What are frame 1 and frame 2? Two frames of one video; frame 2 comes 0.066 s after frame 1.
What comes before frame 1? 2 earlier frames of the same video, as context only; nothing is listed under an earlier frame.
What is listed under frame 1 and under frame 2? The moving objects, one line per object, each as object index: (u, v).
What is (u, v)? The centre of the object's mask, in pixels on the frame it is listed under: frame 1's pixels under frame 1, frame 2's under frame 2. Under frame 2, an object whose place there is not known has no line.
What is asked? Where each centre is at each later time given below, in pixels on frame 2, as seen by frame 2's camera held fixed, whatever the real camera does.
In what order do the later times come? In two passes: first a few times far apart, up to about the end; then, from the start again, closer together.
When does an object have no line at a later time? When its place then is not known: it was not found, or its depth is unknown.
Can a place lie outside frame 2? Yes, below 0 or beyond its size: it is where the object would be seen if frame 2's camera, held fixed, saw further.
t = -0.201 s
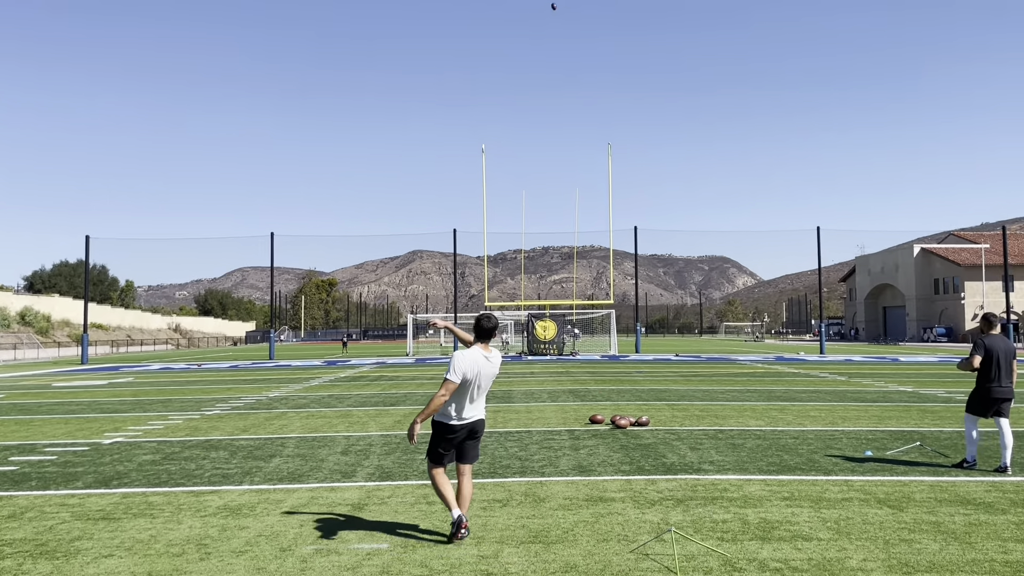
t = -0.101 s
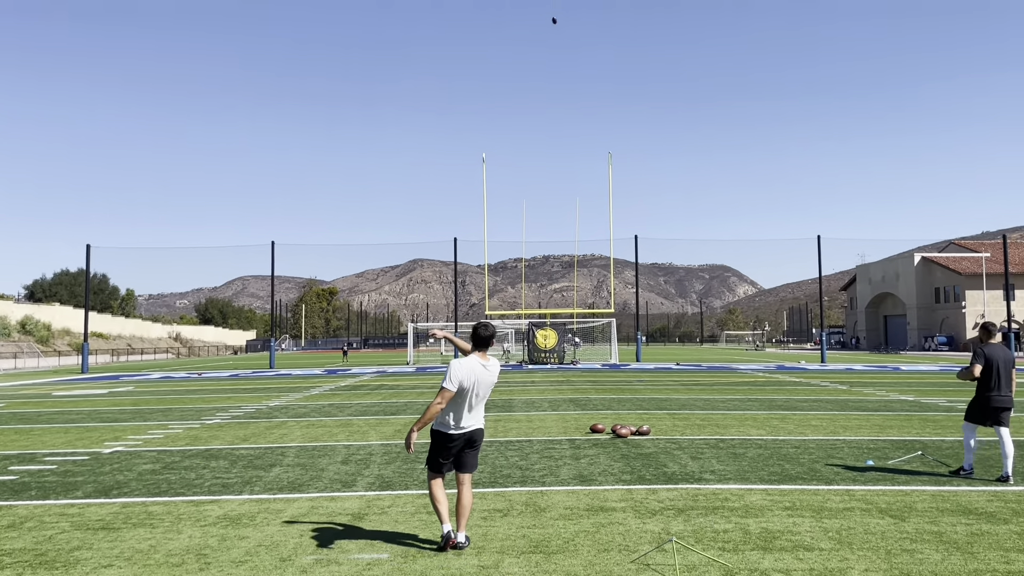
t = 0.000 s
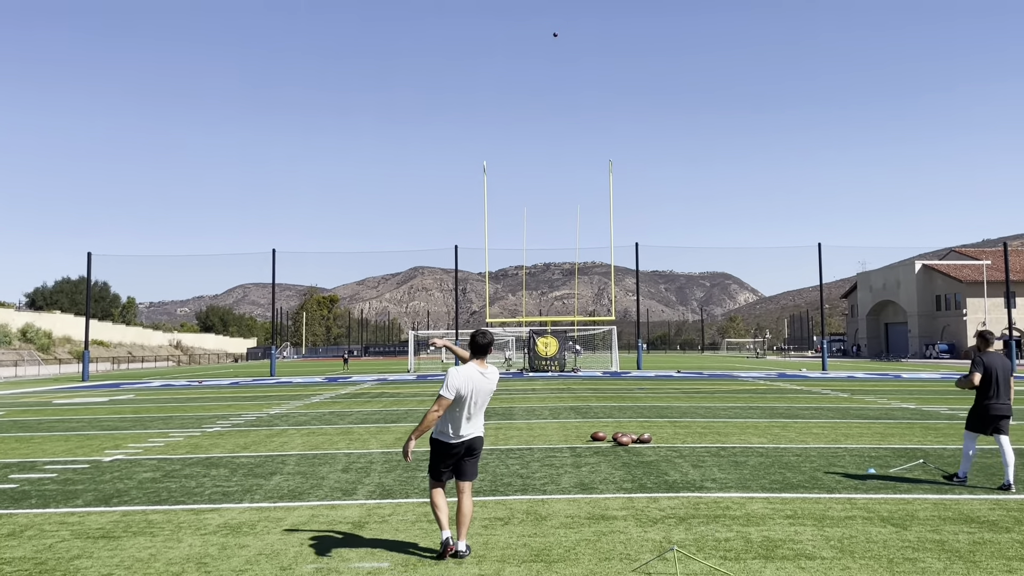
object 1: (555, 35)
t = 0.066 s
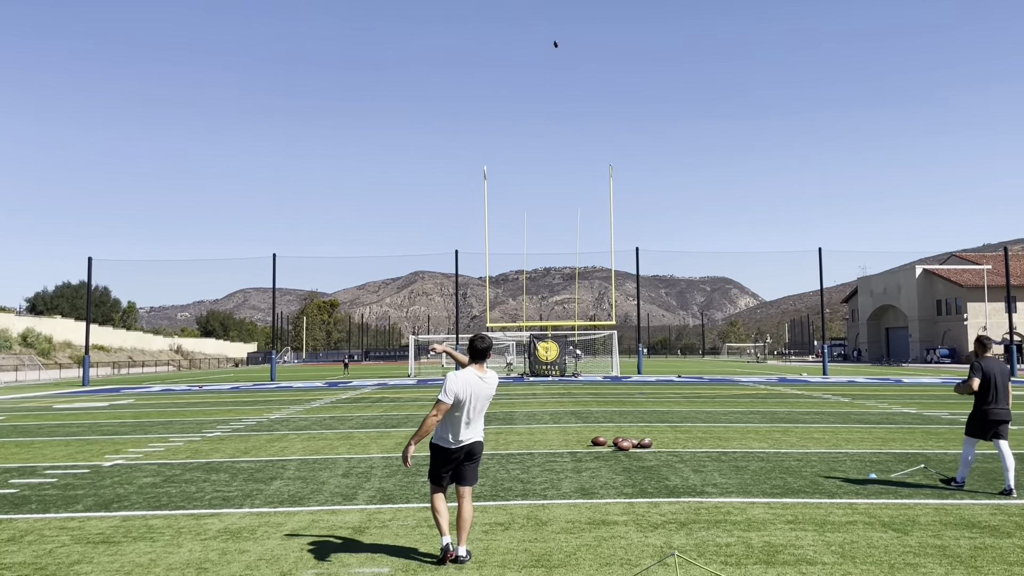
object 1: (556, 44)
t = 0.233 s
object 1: (556, 57)
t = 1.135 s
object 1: (561, 175)
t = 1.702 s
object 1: (566, 273)
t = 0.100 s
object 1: (556, 46)
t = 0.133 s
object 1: (556, 49)
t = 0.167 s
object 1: (556, 51)
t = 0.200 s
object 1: (556, 54)
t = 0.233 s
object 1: (556, 57)
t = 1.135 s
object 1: (561, 175)
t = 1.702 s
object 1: (566, 273)
